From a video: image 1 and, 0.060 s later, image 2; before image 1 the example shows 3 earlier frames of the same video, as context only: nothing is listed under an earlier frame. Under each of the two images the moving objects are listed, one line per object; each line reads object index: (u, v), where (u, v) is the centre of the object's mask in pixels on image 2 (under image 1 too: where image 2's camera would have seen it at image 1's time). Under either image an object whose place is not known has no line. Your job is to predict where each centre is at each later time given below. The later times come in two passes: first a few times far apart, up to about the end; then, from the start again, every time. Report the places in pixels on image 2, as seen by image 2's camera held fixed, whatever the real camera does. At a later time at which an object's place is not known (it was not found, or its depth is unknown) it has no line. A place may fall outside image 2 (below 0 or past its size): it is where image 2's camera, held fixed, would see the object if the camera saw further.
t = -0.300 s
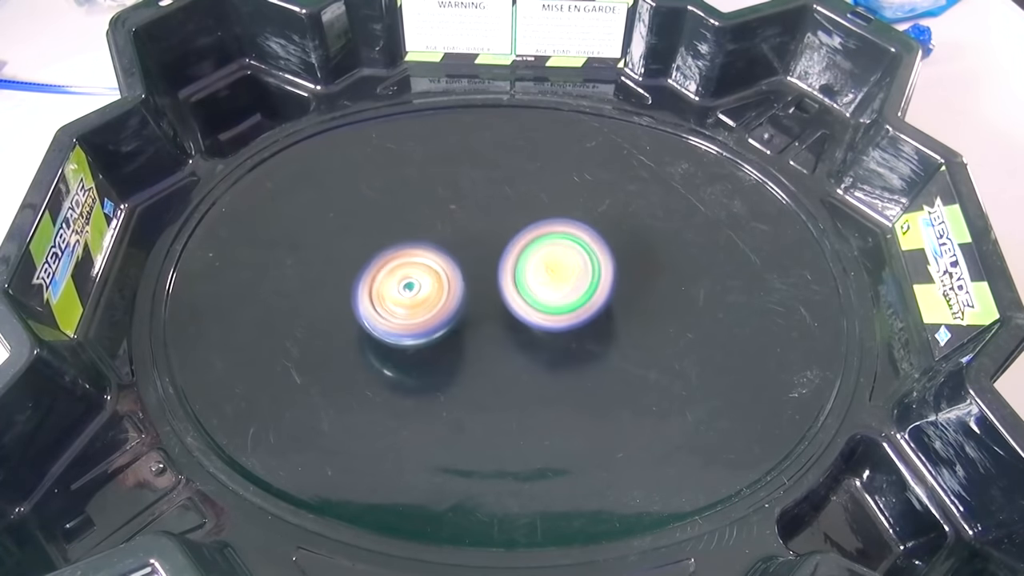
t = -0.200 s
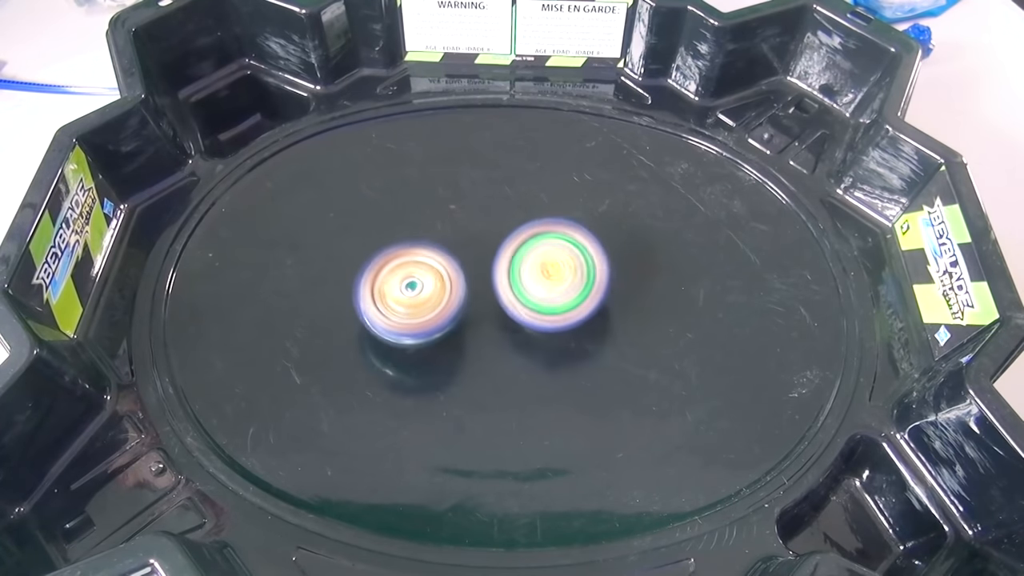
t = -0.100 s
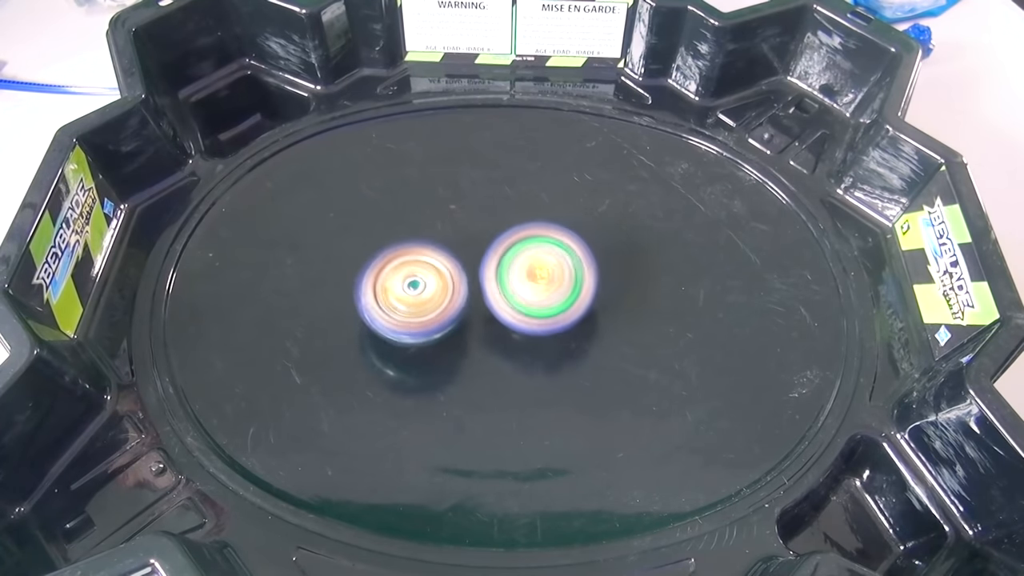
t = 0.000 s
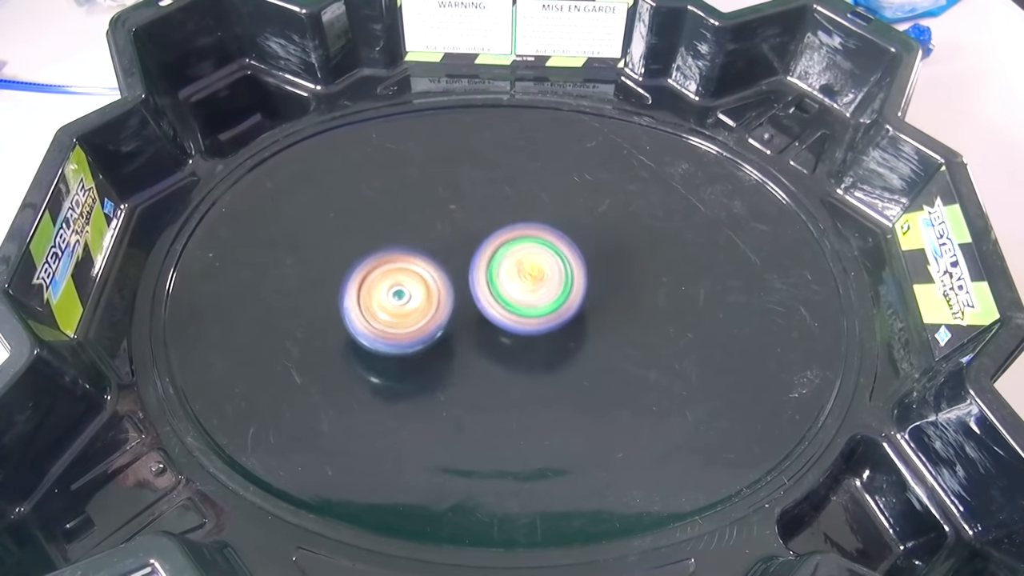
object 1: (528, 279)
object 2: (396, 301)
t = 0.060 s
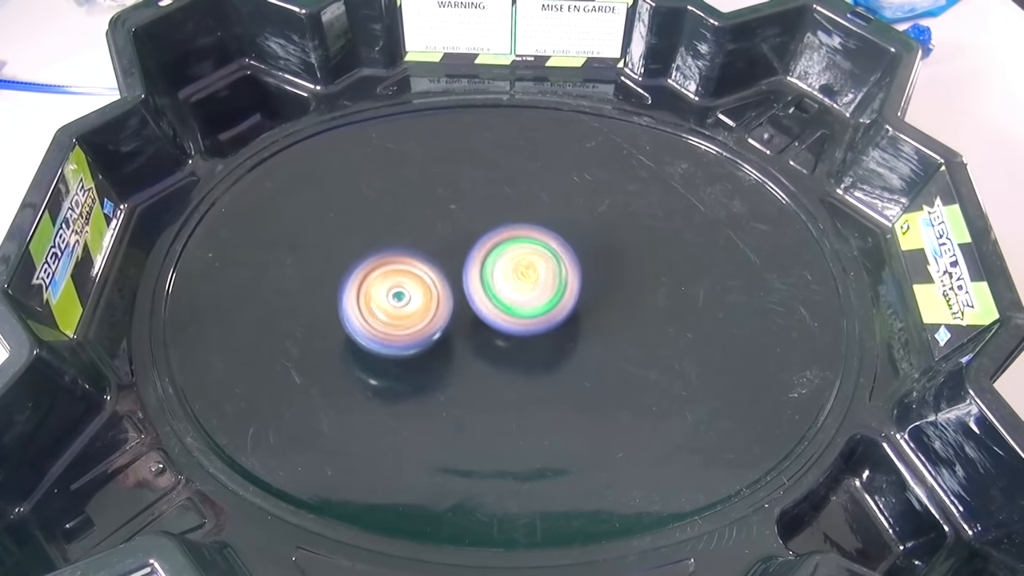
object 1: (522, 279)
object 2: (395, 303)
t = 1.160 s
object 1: (572, 290)
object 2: (442, 287)
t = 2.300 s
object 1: (600, 312)
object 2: (392, 278)
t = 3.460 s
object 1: (613, 237)
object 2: (208, 366)
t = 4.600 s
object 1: (547, 256)
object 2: (403, 243)
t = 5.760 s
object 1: (609, 336)
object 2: (422, 352)
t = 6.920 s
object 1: (605, 338)
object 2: (425, 325)
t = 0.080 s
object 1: (521, 280)
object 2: (395, 303)
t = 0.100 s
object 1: (519, 280)
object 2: (396, 303)
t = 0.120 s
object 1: (518, 281)
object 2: (397, 303)
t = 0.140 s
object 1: (519, 280)
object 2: (393, 305)
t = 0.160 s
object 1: (522, 279)
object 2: (388, 308)
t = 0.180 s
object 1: (525, 278)
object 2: (385, 309)
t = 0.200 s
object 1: (527, 277)
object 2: (384, 309)
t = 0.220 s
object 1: (528, 276)
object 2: (385, 309)
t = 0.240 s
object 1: (528, 276)
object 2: (386, 309)
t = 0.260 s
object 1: (528, 275)
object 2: (388, 310)
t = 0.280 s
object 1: (528, 275)
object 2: (389, 310)
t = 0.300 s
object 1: (528, 275)
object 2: (390, 311)
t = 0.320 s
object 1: (527, 274)
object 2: (391, 310)
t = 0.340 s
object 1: (527, 275)
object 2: (392, 310)
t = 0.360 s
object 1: (526, 275)
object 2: (393, 310)
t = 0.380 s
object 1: (526, 275)
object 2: (394, 310)
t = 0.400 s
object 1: (524, 275)
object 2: (395, 310)
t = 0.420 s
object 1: (524, 276)
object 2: (397, 309)
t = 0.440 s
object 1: (523, 276)
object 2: (398, 310)
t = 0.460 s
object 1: (523, 277)
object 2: (399, 310)
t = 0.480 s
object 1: (522, 277)
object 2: (400, 310)
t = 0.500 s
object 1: (522, 278)
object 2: (402, 310)
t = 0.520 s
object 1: (521, 279)
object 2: (403, 309)
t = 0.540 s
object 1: (521, 280)
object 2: (404, 309)
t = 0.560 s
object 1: (522, 279)
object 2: (403, 312)
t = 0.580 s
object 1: (531, 276)
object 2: (394, 319)
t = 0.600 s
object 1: (540, 272)
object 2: (386, 322)
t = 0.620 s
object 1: (547, 269)
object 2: (381, 323)
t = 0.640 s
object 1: (554, 267)
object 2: (377, 325)
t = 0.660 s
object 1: (560, 265)
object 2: (376, 327)
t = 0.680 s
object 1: (566, 265)
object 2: (376, 329)
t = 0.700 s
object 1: (572, 265)
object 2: (377, 330)
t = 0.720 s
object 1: (578, 265)
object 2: (379, 330)
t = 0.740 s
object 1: (583, 266)
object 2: (381, 328)
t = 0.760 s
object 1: (587, 267)
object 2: (382, 326)
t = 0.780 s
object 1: (591, 268)
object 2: (384, 325)
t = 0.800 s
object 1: (593, 269)
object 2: (385, 323)
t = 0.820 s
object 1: (595, 270)
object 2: (387, 323)
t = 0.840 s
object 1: (596, 271)
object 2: (390, 322)
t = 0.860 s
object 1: (597, 272)
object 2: (392, 322)
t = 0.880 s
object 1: (597, 273)
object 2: (395, 320)
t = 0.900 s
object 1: (597, 274)
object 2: (396, 319)
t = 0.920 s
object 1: (595, 275)
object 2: (400, 318)
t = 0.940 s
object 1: (594, 277)
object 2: (402, 316)
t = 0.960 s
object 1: (593, 278)
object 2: (406, 315)
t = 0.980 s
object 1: (591, 279)
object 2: (408, 313)
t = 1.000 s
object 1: (589, 280)
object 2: (412, 311)
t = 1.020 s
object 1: (588, 282)
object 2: (415, 309)
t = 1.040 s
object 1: (585, 283)
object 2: (419, 306)
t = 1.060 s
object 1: (583, 284)
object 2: (422, 304)
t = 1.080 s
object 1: (580, 285)
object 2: (426, 301)
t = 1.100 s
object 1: (578, 286)
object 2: (430, 298)
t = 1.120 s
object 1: (576, 288)
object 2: (434, 294)
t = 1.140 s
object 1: (574, 289)
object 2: (438, 291)
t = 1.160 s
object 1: (572, 290)
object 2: (442, 287)
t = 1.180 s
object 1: (570, 292)
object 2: (446, 284)
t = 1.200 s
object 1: (568, 293)
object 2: (450, 281)
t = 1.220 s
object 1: (567, 294)
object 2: (453, 278)
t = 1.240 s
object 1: (566, 296)
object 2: (454, 275)
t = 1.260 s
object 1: (566, 297)
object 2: (453, 272)
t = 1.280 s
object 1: (566, 298)
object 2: (452, 268)
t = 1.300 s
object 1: (566, 299)
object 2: (451, 266)
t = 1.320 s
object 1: (565, 299)
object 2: (451, 264)
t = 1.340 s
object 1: (565, 300)
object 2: (451, 261)
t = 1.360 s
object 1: (564, 300)
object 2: (452, 258)
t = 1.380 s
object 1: (563, 300)
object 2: (452, 257)
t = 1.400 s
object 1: (563, 300)
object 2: (452, 255)
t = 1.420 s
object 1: (561, 300)
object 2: (452, 254)
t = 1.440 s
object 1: (560, 300)
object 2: (452, 254)
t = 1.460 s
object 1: (558, 300)
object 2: (452, 254)
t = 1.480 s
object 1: (557, 300)
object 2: (453, 253)
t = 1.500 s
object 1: (555, 300)
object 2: (452, 253)
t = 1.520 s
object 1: (559, 300)
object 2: (447, 251)
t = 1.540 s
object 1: (564, 302)
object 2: (440, 249)
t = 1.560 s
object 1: (567, 302)
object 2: (435, 247)
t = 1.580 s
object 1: (569, 302)
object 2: (430, 244)
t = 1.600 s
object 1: (569, 303)
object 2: (427, 243)
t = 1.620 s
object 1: (569, 303)
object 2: (424, 242)
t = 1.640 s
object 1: (569, 303)
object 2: (422, 242)
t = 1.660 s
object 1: (568, 302)
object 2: (420, 242)
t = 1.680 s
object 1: (567, 302)
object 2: (420, 241)
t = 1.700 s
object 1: (566, 302)
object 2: (420, 242)
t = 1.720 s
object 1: (564, 302)
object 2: (420, 242)
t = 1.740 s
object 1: (563, 301)
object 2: (420, 242)
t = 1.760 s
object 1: (562, 301)
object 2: (421, 243)
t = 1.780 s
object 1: (561, 301)
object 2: (422, 243)
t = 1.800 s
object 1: (559, 301)
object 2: (422, 245)
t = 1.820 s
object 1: (558, 302)
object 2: (422, 245)
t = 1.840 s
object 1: (557, 301)
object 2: (422, 246)
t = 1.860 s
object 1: (556, 302)
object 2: (423, 247)
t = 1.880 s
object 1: (555, 302)
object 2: (424, 248)
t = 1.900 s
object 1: (553, 302)
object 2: (424, 249)
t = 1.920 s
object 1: (553, 302)
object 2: (425, 250)
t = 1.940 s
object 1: (551, 303)
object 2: (425, 251)
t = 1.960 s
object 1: (551, 303)
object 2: (426, 252)
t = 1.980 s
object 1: (549, 304)
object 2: (427, 253)
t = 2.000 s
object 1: (549, 304)
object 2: (427, 254)
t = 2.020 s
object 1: (548, 304)
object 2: (428, 256)
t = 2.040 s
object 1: (547, 305)
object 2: (429, 256)
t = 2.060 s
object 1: (546, 305)
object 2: (430, 259)
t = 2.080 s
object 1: (545, 306)
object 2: (431, 260)
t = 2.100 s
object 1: (544, 306)
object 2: (432, 262)
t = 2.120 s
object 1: (543, 307)
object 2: (433, 264)
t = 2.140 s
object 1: (543, 307)
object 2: (434, 266)
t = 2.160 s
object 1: (543, 307)
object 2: (433, 268)
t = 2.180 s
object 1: (544, 307)
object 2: (433, 269)
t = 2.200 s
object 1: (545, 307)
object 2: (433, 271)
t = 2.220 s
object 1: (556, 308)
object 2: (422, 274)
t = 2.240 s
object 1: (568, 309)
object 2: (413, 275)
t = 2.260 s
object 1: (580, 310)
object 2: (404, 276)
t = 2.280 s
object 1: (590, 311)
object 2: (396, 277)
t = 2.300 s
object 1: (600, 312)
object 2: (392, 278)
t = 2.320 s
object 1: (611, 314)
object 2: (389, 279)
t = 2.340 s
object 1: (619, 315)
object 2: (388, 281)
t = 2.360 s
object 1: (626, 316)
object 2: (388, 282)
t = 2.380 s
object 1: (632, 317)
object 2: (390, 283)
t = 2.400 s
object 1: (637, 317)
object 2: (392, 282)
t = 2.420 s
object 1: (641, 317)
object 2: (394, 282)
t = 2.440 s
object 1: (643, 317)
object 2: (397, 282)
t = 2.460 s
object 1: (645, 317)
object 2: (400, 283)
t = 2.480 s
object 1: (645, 316)
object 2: (403, 285)
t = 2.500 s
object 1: (646, 315)
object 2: (406, 286)
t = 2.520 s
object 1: (646, 315)
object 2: (410, 287)
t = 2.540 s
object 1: (644, 314)
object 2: (414, 287)
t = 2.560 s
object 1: (643, 313)
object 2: (419, 288)
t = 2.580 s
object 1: (641, 313)
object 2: (424, 288)
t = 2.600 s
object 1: (639, 312)
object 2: (429, 288)
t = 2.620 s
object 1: (636, 312)
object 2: (435, 290)
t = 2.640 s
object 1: (633, 312)
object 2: (441, 290)
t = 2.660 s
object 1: (630, 311)
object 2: (447, 290)
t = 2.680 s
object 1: (628, 311)
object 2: (454, 289)
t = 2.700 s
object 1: (625, 311)
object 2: (461, 289)
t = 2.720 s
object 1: (622, 311)
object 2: (468, 289)
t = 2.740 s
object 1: (619, 310)
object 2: (474, 288)
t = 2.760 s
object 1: (617, 309)
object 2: (481, 288)
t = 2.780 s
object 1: (614, 309)
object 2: (488, 287)
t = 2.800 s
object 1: (611, 307)
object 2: (494, 287)
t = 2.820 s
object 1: (613, 305)
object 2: (494, 285)
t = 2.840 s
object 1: (617, 300)
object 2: (490, 284)
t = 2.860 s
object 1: (618, 297)
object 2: (484, 285)
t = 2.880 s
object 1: (618, 291)
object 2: (480, 286)
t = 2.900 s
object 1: (617, 286)
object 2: (478, 286)
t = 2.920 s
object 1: (615, 281)
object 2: (476, 285)
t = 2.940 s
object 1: (613, 278)
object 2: (474, 284)
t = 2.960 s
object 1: (611, 276)
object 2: (474, 284)
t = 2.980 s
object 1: (607, 273)
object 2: (474, 285)
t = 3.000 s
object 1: (603, 272)
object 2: (473, 286)
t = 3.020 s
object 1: (599, 271)
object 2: (474, 286)
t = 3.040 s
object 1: (595, 270)
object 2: (474, 286)
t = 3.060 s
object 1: (590, 269)
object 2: (474, 286)
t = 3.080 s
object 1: (591, 264)
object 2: (460, 293)
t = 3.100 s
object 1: (601, 254)
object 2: (437, 306)
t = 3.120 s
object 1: (610, 242)
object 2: (410, 318)
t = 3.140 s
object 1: (617, 233)
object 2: (388, 326)
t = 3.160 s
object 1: (621, 223)
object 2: (365, 333)
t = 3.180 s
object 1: (625, 217)
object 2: (344, 340)
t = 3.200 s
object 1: (628, 212)
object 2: (323, 347)
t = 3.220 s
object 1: (630, 209)
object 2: (306, 350)
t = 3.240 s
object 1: (631, 207)
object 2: (290, 352)
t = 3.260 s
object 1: (632, 207)
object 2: (276, 353)
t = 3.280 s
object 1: (632, 207)
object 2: (266, 354)
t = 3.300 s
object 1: (631, 209)
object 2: (256, 356)
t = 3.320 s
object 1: (631, 212)
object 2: (246, 356)
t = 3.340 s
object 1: (631, 213)
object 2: (238, 357)
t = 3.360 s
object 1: (629, 216)
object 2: (230, 357)
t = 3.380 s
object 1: (629, 219)
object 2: (224, 358)
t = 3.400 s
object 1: (626, 222)
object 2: (218, 360)
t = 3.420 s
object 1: (622, 227)
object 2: (214, 361)
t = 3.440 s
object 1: (617, 232)
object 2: (210, 363)
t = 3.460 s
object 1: (613, 237)
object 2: (208, 366)
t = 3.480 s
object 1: (606, 244)
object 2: (207, 368)
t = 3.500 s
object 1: (600, 252)
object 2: (208, 369)
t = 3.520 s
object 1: (593, 259)
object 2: (210, 371)
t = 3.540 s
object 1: (585, 267)
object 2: (213, 372)
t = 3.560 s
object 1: (578, 276)
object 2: (217, 373)
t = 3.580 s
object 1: (570, 284)
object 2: (222, 373)
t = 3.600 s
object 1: (561, 293)
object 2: (228, 374)
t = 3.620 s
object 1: (552, 301)
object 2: (236, 374)
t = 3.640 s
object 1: (544, 309)
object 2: (243, 374)
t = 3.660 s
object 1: (535, 317)
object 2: (251, 375)
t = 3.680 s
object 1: (526, 326)
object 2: (260, 375)
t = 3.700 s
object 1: (517, 334)
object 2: (271, 375)
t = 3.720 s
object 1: (506, 342)
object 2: (282, 375)
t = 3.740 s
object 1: (495, 350)
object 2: (294, 376)
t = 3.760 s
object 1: (485, 358)
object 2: (306, 376)
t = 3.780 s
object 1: (474, 365)
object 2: (318, 376)
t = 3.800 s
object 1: (464, 371)
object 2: (328, 377)
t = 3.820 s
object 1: (471, 370)
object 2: (314, 387)
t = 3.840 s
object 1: (486, 363)
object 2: (297, 393)
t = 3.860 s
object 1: (498, 358)
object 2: (281, 398)
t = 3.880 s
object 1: (510, 353)
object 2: (266, 402)
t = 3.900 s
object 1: (522, 346)
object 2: (256, 406)
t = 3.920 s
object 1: (530, 341)
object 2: (248, 410)
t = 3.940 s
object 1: (538, 337)
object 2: (245, 412)
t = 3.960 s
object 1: (545, 331)
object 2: (242, 414)
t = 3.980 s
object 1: (550, 327)
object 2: (245, 414)
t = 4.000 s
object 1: (556, 323)
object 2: (250, 413)
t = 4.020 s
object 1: (562, 318)
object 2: (254, 409)
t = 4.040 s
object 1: (566, 315)
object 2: (263, 404)
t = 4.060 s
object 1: (572, 311)
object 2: (268, 402)
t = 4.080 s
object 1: (577, 308)
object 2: (276, 395)
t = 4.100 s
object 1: (582, 306)
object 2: (285, 391)
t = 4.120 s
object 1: (587, 302)
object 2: (290, 384)
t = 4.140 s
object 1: (590, 299)
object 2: (300, 378)
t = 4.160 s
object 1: (594, 295)
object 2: (307, 373)
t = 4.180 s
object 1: (597, 292)
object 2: (315, 367)
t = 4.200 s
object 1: (599, 289)
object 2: (323, 362)
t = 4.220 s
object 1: (601, 286)
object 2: (331, 357)
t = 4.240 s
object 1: (600, 283)
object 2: (339, 351)
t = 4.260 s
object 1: (600, 279)
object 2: (346, 345)
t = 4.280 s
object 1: (601, 276)
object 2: (352, 339)
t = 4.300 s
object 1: (601, 273)
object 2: (359, 333)
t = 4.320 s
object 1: (600, 271)
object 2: (365, 328)
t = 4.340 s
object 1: (597, 269)
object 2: (371, 321)
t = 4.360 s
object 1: (595, 267)
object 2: (377, 314)
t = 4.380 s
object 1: (594, 264)
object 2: (381, 308)
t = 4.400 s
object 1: (592, 262)
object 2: (387, 301)
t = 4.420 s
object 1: (589, 261)
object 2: (391, 295)
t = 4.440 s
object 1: (585, 260)
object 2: (394, 287)
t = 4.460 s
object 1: (582, 259)
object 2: (398, 280)
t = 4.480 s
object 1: (578, 259)
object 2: (401, 275)
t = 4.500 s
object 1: (574, 257)
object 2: (403, 268)
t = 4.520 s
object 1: (569, 255)
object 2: (404, 263)
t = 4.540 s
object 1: (564, 256)
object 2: (404, 257)
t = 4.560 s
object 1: (558, 256)
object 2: (405, 252)
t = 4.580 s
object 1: (553, 256)
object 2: (404, 248)
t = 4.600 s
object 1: (547, 256)
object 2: (403, 243)
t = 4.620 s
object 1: (541, 257)
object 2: (403, 239)
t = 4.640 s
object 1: (535, 258)
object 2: (401, 234)
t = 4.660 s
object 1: (528, 260)
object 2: (400, 229)
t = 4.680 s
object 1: (522, 262)
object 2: (399, 227)
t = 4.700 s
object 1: (515, 264)
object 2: (397, 223)
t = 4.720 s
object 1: (507, 265)
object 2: (396, 221)
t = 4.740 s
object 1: (500, 268)
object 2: (394, 220)
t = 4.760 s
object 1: (492, 271)
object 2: (393, 220)
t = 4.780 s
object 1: (486, 275)
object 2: (392, 222)
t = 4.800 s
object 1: (484, 278)
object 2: (388, 221)
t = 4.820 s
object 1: (480, 281)
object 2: (386, 221)
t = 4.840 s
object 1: (475, 285)
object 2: (383, 221)
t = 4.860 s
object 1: (472, 290)
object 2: (383, 223)
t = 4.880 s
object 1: (468, 295)
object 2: (382, 225)
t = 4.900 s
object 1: (465, 299)
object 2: (380, 227)
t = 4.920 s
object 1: (463, 304)
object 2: (380, 229)
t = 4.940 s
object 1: (459, 308)
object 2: (379, 232)
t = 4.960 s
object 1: (457, 313)
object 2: (378, 235)
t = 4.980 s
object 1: (455, 316)
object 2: (378, 239)
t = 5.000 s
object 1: (455, 321)
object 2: (378, 243)
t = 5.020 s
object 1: (461, 327)
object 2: (375, 250)
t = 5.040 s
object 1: (471, 332)
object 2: (367, 255)
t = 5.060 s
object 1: (481, 337)
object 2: (360, 258)
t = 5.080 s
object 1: (490, 342)
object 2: (352, 263)
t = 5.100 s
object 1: (496, 348)
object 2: (349, 265)
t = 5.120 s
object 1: (502, 353)
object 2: (348, 271)
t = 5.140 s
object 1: (507, 358)
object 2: (351, 275)
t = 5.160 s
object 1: (511, 363)
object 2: (354, 279)
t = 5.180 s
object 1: (515, 367)
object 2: (359, 283)
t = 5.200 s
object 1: (519, 370)
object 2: (364, 287)
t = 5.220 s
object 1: (521, 373)
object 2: (369, 291)
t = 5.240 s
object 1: (523, 375)
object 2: (376, 295)
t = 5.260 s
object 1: (524, 376)
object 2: (383, 300)
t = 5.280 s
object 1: (524, 376)
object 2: (389, 304)
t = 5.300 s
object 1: (524, 377)
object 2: (398, 308)
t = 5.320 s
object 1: (523, 378)
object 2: (406, 314)
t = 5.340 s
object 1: (524, 378)
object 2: (415, 318)
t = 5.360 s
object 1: (525, 378)
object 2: (423, 323)
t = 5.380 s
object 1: (533, 379)
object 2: (424, 327)
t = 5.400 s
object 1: (540, 378)
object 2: (422, 330)
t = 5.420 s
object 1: (546, 377)
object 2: (422, 334)
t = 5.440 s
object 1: (551, 374)
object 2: (423, 337)
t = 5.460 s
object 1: (555, 371)
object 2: (423, 341)
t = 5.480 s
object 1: (560, 368)
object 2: (423, 344)
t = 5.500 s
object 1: (564, 364)
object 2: (423, 347)
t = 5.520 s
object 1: (569, 360)
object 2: (423, 349)
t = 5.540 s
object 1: (573, 357)
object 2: (423, 351)
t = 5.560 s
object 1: (577, 353)
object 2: (422, 353)
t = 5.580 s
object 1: (583, 350)
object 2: (422, 354)
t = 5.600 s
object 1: (587, 347)
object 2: (421, 355)
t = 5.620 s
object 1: (592, 345)
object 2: (421, 355)
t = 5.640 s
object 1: (595, 343)
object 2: (421, 356)
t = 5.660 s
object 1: (599, 341)
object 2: (421, 356)
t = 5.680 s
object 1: (602, 340)
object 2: (421, 356)
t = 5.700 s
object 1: (604, 338)
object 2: (421, 355)
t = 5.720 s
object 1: (606, 337)
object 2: (421, 355)
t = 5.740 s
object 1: (608, 336)
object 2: (422, 354)
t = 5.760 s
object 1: (609, 336)
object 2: (422, 352)
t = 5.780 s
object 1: (609, 336)
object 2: (423, 351)
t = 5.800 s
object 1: (609, 336)
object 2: (424, 348)
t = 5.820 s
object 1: (608, 336)
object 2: (425, 345)
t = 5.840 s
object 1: (608, 336)
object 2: (424, 342)
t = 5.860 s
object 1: (607, 336)
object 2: (424, 338)
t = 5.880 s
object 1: (607, 337)
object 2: (423, 335)
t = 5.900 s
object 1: (606, 337)
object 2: (423, 331)
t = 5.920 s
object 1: (606, 338)
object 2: (421, 328)
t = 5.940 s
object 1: (605, 338)
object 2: (419, 326)
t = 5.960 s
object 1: (605, 339)
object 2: (416, 323)
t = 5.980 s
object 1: (604, 340)
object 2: (414, 322)
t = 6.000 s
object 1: (604, 341)
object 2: (412, 320)
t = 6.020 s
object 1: (604, 341)
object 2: (410, 320)
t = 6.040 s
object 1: (604, 341)
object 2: (408, 319)
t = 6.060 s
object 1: (604, 341)
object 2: (407, 319)
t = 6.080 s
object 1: (604, 341)
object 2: (406, 319)
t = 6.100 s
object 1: (604, 341)
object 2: (406, 319)
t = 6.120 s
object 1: (604, 341)
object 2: (407, 319)
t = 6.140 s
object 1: (604, 340)
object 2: (407, 319)
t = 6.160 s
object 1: (605, 340)
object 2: (409, 320)
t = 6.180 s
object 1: (605, 339)
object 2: (411, 320)
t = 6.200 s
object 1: (606, 338)
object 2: (413, 321)
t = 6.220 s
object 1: (606, 338)
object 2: (416, 322)
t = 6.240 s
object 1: (607, 337)
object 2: (418, 323)
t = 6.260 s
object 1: (607, 336)
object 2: (421, 325)
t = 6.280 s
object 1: (607, 336)
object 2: (424, 327)
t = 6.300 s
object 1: (607, 336)
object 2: (425, 328)
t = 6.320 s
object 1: (607, 336)
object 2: (427, 330)
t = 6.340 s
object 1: (607, 336)
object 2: (428, 332)
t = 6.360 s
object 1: (607, 337)
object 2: (429, 334)
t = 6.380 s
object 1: (606, 337)
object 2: (429, 335)
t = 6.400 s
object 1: (606, 338)
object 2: (429, 336)
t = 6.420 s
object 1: (605, 338)
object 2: (429, 337)
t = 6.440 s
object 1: (605, 339)
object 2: (429, 336)
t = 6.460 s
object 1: (605, 339)
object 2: (429, 336)
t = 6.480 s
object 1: (605, 339)
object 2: (429, 334)
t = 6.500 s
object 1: (604, 340)
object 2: (429, 332)
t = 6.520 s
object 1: (604, 340)
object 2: (428, 330)
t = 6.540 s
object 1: (604, 340)
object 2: (427, 329)
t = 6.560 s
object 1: (604, 340)
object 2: (426, 327)
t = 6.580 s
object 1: (604, 340)
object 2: (425, 326)
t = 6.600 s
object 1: (604, 340)
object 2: (424, 325)
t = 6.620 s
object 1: (604, 340)
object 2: (422, 323)
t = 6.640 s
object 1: (605, 339)
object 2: (421, 322)
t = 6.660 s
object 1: (605, 339)
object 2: (420, 321)
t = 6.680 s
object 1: (605, 339)
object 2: (419, 321)
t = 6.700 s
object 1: (605, 338)
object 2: (418, 321)
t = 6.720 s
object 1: (606, 338)
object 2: (417, 320)
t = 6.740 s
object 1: (606, 337)
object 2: (417, 320)
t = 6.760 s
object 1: (606, 337)
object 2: (417, 320)
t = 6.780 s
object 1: (607, 337)
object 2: (417, 320)
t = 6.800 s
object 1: (607, 337)
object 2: (418, 321)
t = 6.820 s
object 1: (607, 336)
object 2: (419, 321)
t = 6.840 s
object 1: (607, 337)
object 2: (419, 322)
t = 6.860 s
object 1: (607, 337)
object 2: (420, 322)
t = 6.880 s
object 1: (606, 337)
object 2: (421, 323)
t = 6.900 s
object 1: (606, 338)
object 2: (423, 324)
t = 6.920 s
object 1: (605, 338)
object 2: (425, 325)
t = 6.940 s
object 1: (605, 339)
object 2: (426, 326)
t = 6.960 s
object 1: (605, 339)
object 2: (426, 327)
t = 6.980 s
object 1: (604, 340)
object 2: (427, 328)
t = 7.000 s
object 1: (604, 340)
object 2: (428, 329)
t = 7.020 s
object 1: (604, 340)
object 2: (428, 330)
